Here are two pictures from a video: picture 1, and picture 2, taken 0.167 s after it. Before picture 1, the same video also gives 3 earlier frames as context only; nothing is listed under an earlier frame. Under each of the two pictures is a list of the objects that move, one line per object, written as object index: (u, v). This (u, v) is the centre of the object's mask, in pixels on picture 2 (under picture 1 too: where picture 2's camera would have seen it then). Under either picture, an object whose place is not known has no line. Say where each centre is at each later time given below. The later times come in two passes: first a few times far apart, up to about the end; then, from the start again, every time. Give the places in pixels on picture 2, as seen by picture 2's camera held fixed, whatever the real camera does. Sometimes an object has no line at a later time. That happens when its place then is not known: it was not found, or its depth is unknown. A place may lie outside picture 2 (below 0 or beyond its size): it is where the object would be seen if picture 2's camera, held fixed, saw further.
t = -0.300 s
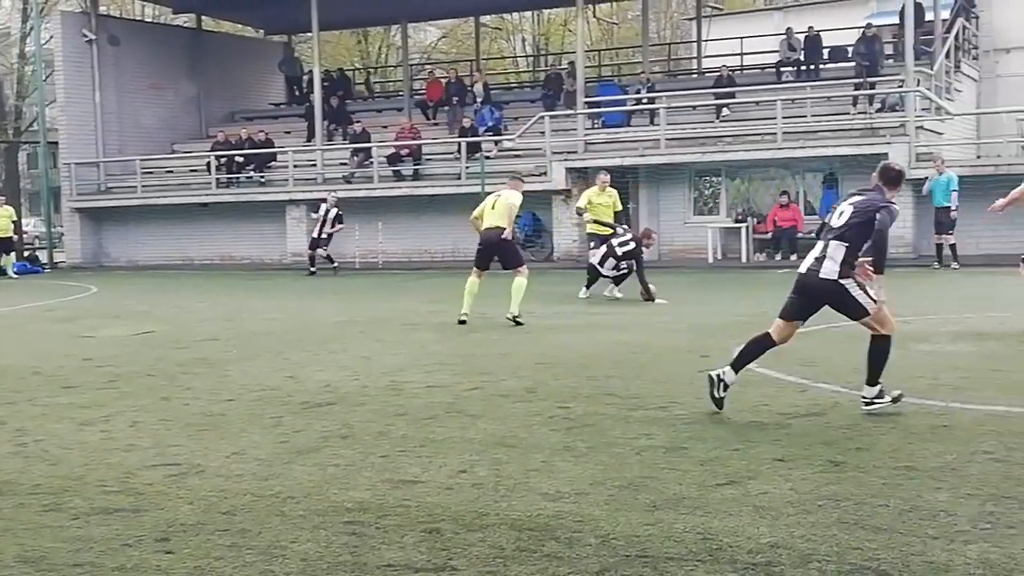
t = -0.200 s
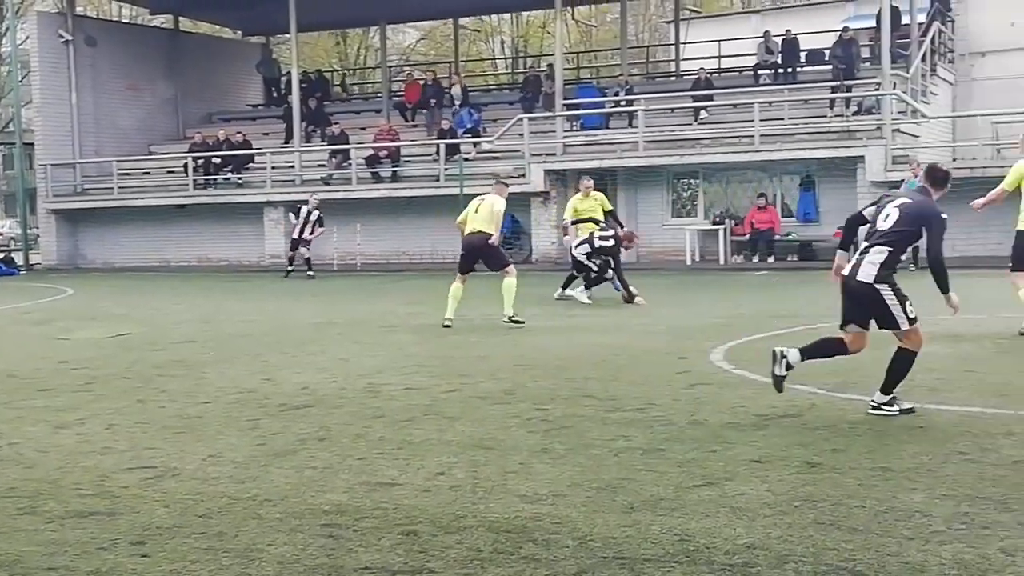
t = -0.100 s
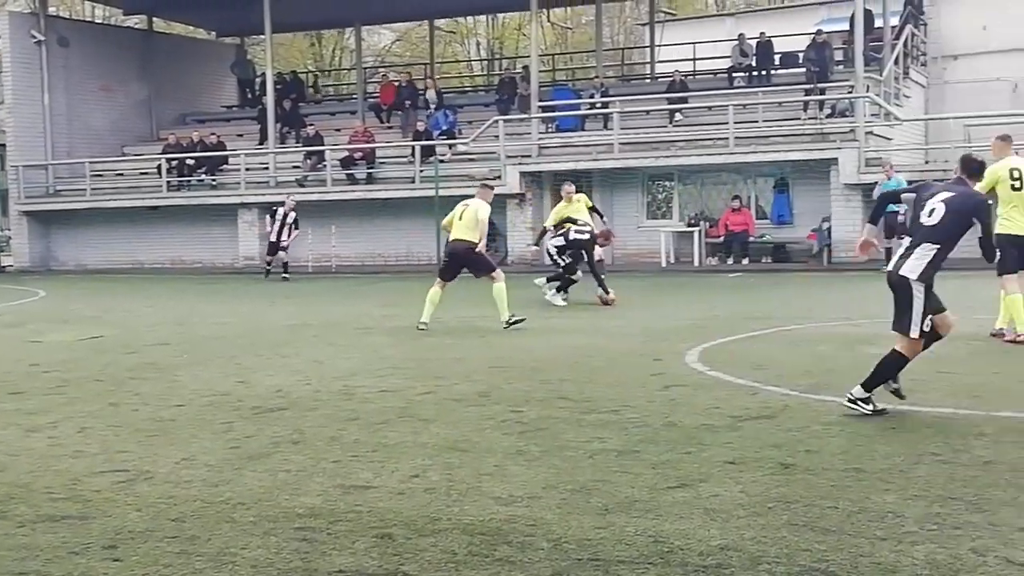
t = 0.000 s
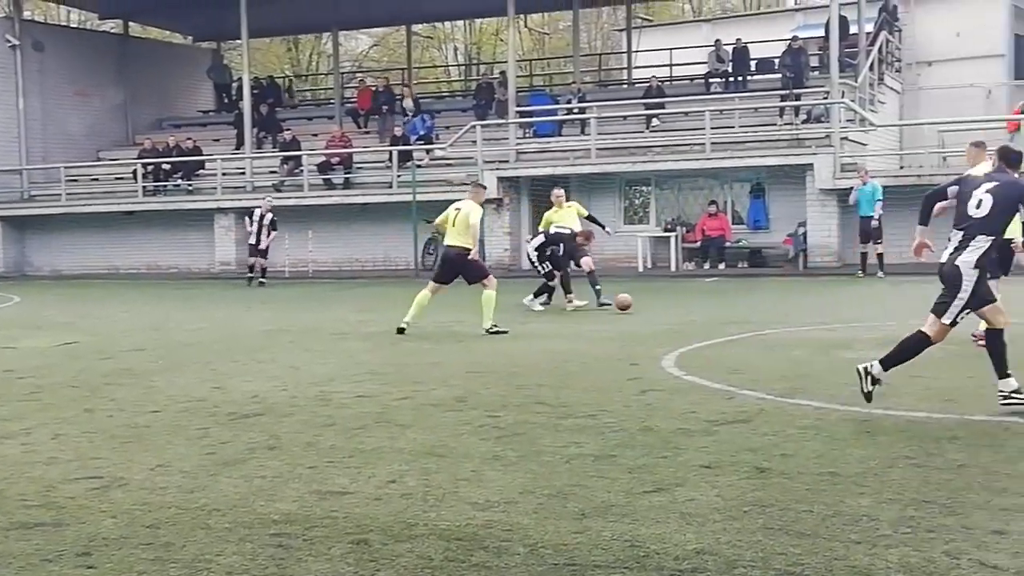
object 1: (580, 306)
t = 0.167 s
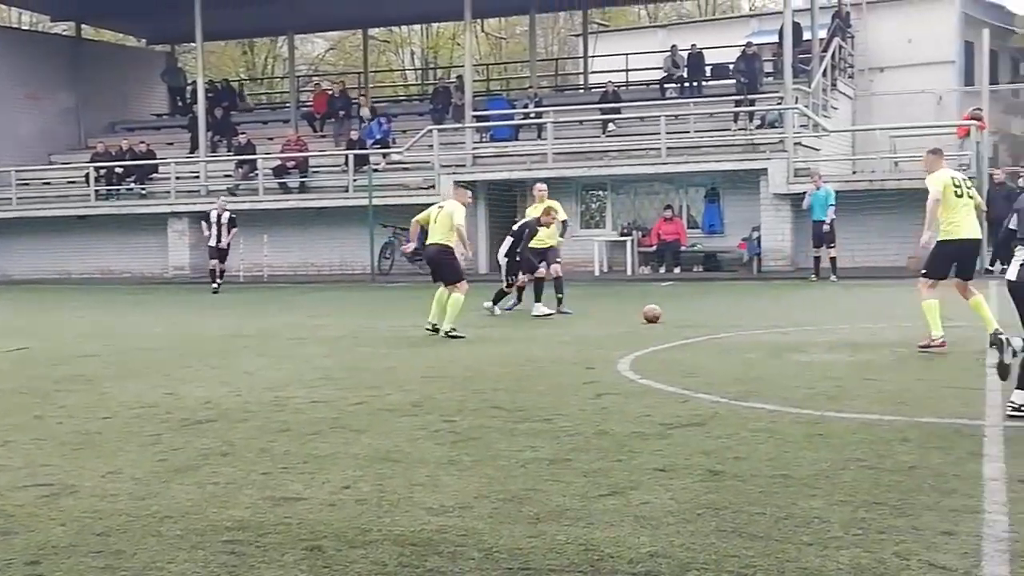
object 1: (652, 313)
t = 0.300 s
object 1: (706, 315)
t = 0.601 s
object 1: (833, 322)
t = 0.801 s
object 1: (928, 328)
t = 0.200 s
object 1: (665, 313)
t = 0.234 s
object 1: (679, 313)
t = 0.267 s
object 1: (693, 315)
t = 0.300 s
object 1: (706, 315)
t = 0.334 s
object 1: (719, 316)
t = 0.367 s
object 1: (733, 316)
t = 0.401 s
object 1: (746, 316)
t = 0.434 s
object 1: (761, 318)
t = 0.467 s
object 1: (775, 319)
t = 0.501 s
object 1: (789, 320)
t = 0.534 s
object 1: (803, 320)
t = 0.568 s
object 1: (818, 321)
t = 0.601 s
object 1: (833, 322)
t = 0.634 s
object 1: (848, 324)
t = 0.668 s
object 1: (864, 324)
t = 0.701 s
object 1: (879, 325)
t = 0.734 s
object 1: (895, 327)
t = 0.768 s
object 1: (911, 329)
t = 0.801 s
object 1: (928, 328)
